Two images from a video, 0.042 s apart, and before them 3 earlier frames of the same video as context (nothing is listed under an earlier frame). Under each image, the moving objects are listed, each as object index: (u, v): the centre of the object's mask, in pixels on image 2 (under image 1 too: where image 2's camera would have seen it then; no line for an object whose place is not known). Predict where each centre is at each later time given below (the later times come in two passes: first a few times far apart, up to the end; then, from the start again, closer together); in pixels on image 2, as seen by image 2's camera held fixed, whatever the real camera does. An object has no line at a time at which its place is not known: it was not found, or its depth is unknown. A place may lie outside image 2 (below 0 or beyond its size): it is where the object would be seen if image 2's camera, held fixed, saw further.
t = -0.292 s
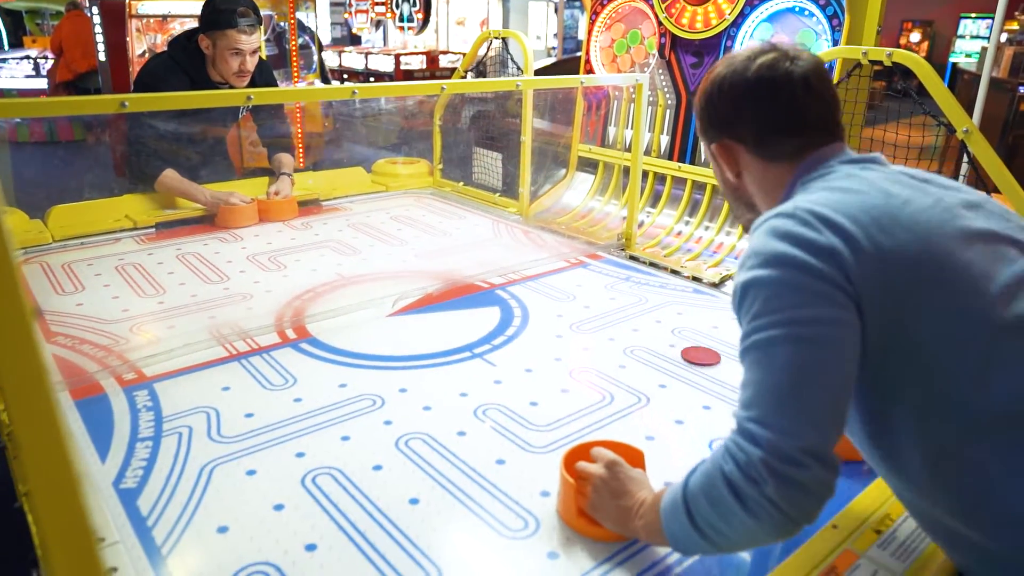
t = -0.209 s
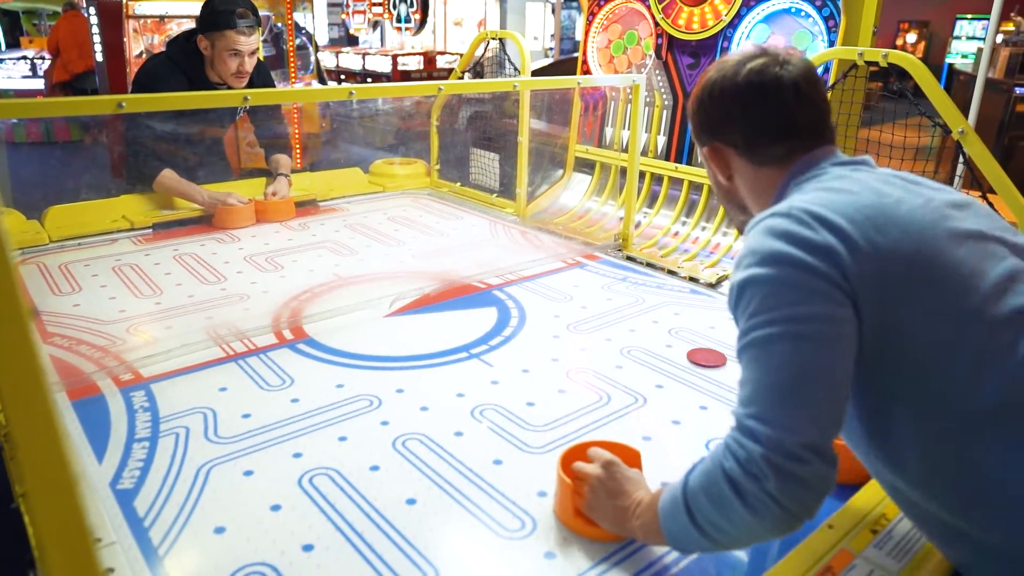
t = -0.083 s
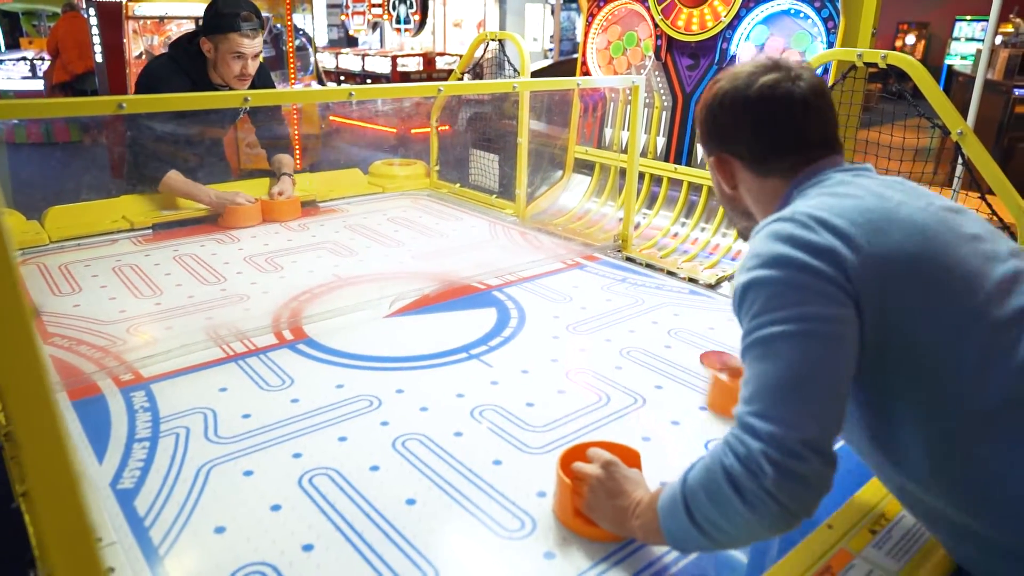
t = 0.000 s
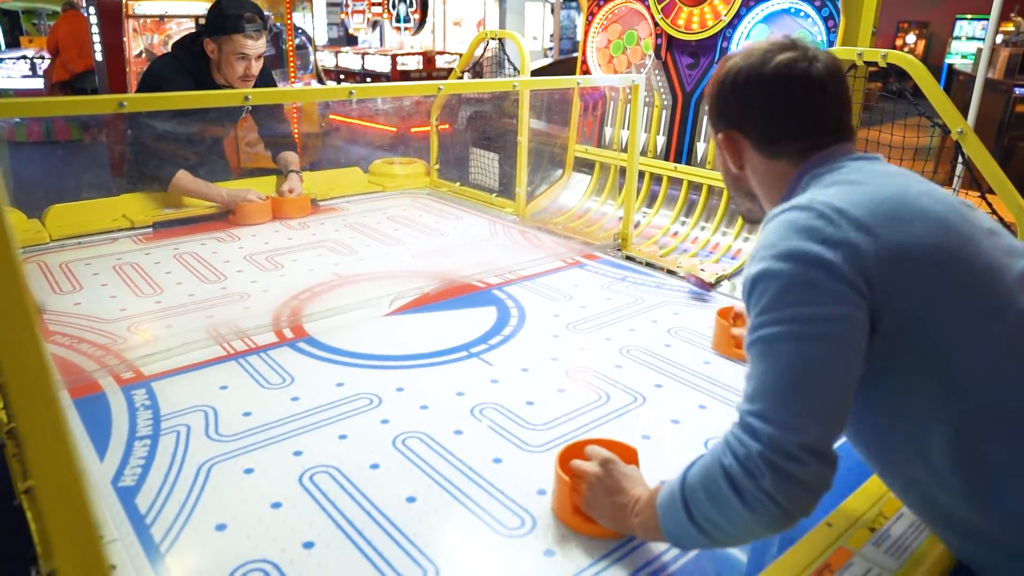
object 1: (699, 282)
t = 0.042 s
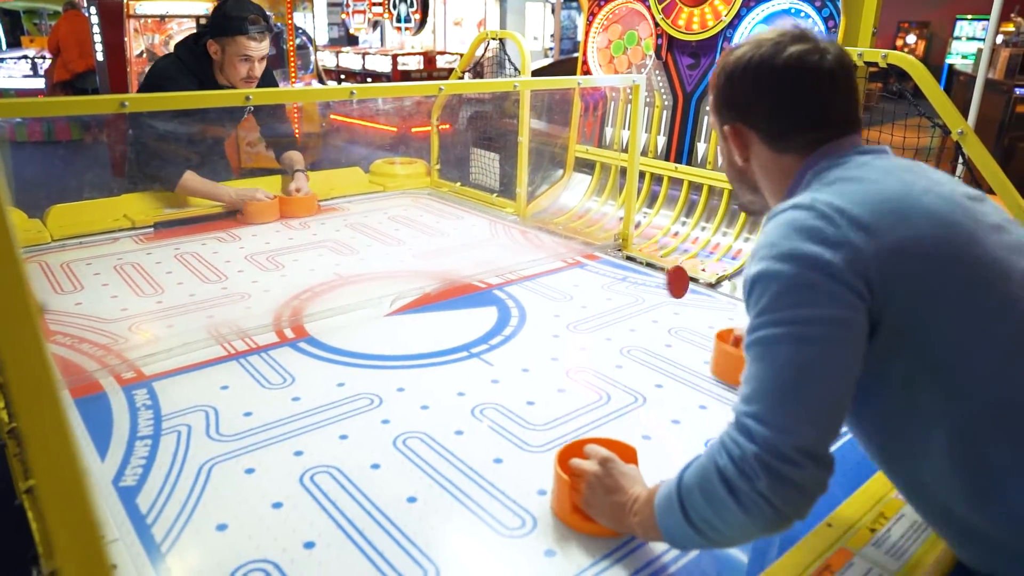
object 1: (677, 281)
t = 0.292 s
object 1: (494, 356)
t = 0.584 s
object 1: (201, 469)
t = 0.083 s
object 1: (652, 288)
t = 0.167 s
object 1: (595, 320)
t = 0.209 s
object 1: (561, 335)
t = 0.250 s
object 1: (529, 346)
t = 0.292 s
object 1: (494, 356)
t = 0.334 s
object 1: (457, 375)
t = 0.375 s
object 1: (418, 395)
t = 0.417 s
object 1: (376, 408)
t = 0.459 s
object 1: (335, 422)
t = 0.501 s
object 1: (290, 440)
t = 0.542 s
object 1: (246, 455)
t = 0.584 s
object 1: (201, 469)
